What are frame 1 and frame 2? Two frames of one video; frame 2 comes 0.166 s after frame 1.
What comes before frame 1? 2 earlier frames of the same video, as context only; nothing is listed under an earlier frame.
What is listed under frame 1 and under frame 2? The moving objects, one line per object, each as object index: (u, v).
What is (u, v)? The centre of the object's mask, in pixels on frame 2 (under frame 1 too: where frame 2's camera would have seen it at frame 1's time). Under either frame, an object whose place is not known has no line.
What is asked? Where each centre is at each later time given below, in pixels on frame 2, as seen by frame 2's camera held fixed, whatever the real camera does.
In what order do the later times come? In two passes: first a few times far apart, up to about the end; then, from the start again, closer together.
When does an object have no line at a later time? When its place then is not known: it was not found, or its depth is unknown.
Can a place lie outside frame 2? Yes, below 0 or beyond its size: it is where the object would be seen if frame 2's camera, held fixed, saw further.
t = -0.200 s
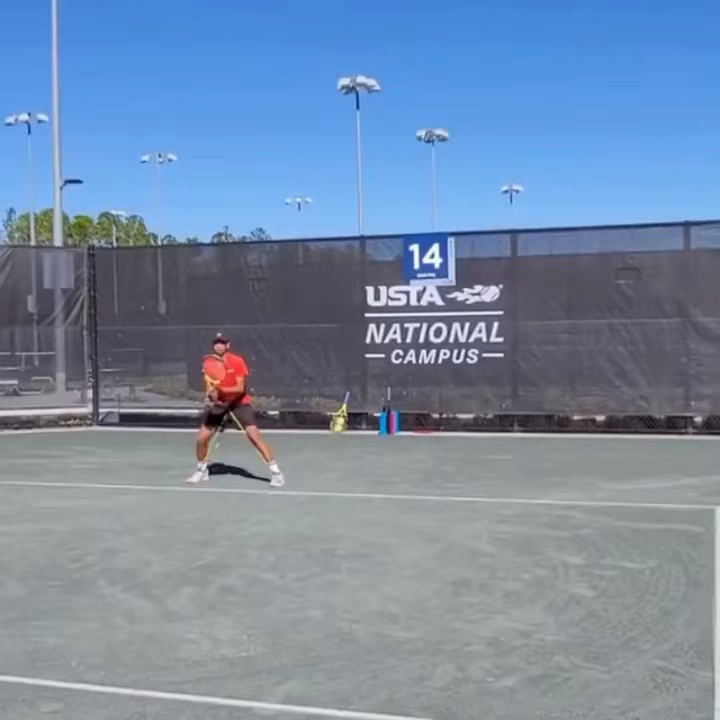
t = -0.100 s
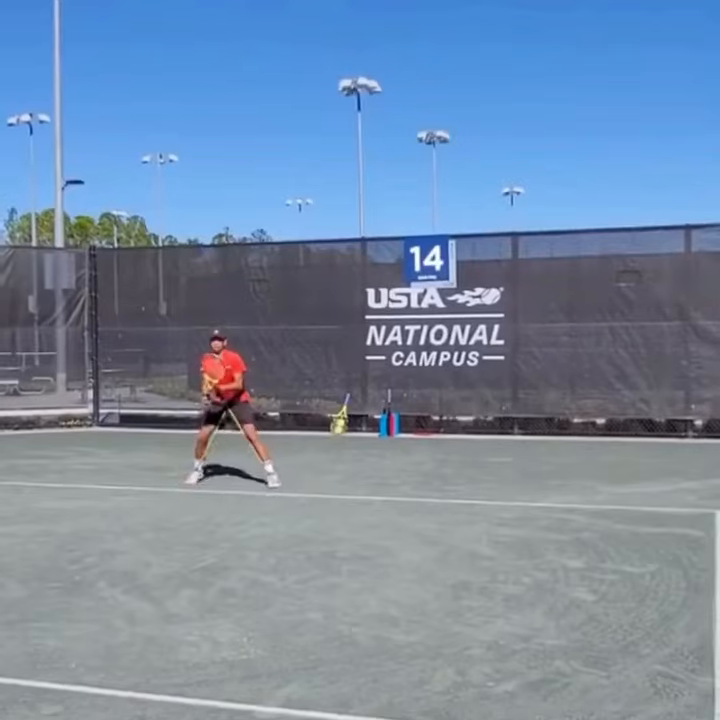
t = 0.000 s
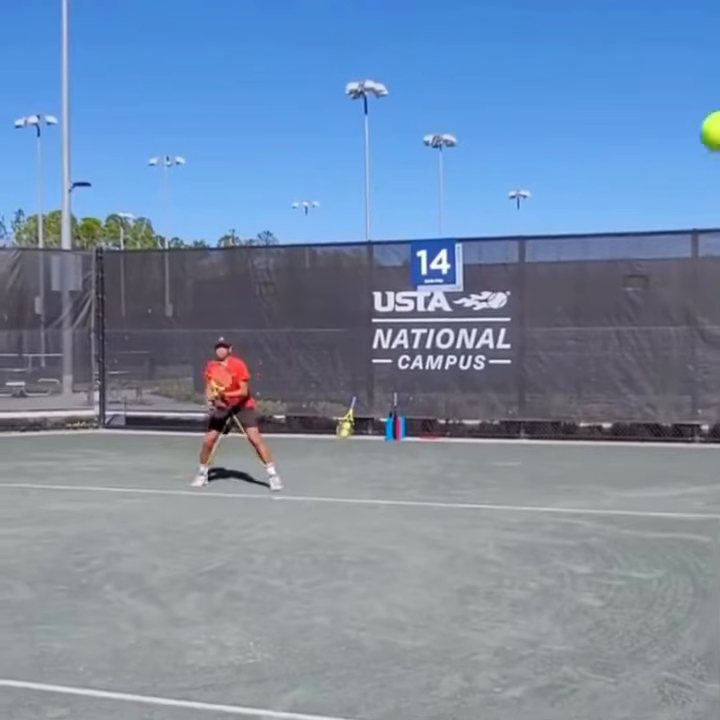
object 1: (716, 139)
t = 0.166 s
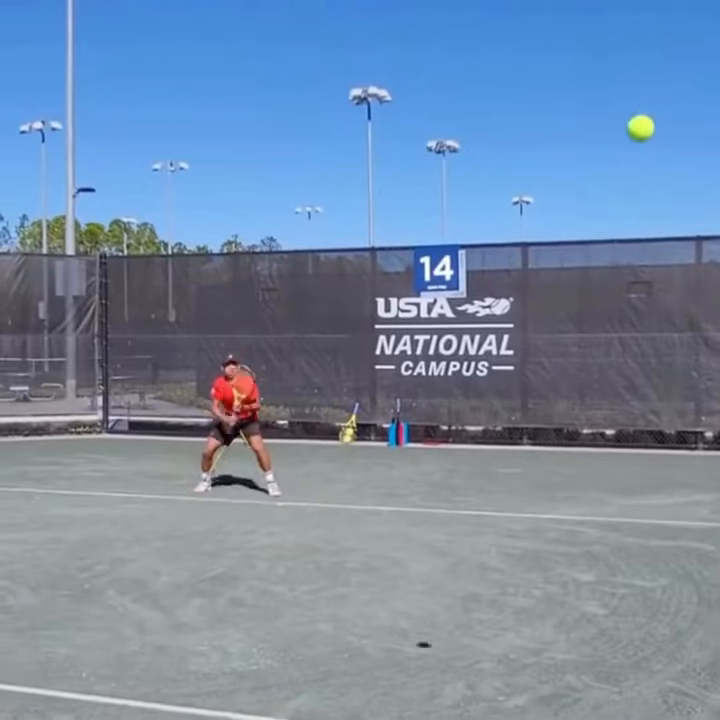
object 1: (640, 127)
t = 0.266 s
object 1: (612, 166)
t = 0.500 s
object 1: (575, 303)
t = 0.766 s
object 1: (558, 501)
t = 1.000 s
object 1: (549, 493)
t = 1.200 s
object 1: (543, 420)
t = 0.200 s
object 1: (630, 138)
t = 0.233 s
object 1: (621, 151)
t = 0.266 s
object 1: (612, 166)
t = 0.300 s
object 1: (605, 182)
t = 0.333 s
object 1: (598, 199)
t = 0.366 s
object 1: (592, 218)
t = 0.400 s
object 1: (587, 238)
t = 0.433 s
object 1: (583, 259)
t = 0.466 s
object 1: (579, 281)
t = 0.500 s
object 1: (575, 303)
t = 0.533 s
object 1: (572, 326)
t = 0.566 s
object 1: (569, 350)
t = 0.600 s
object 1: (566, 374)
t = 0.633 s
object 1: (564, 399)
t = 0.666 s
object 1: (562, 424)
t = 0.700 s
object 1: (560, 449)
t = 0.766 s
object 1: (558, 501)
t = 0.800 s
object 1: (557, 527)
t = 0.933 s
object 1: (551, 535)
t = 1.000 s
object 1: (549, 493)
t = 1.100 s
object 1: (546, 447)
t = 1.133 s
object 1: (545, 437)
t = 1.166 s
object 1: (544, 428)
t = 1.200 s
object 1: (543, 420)
